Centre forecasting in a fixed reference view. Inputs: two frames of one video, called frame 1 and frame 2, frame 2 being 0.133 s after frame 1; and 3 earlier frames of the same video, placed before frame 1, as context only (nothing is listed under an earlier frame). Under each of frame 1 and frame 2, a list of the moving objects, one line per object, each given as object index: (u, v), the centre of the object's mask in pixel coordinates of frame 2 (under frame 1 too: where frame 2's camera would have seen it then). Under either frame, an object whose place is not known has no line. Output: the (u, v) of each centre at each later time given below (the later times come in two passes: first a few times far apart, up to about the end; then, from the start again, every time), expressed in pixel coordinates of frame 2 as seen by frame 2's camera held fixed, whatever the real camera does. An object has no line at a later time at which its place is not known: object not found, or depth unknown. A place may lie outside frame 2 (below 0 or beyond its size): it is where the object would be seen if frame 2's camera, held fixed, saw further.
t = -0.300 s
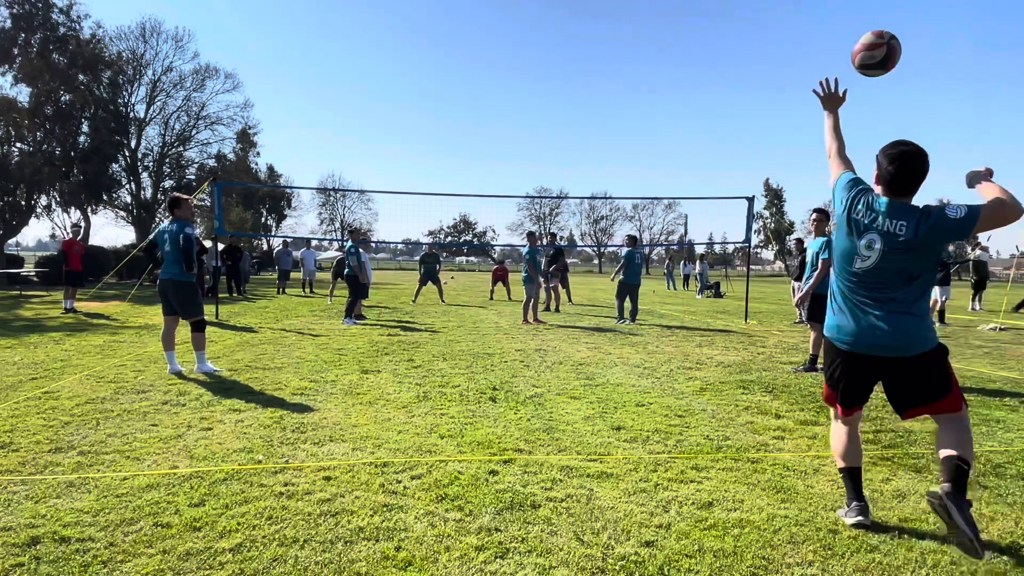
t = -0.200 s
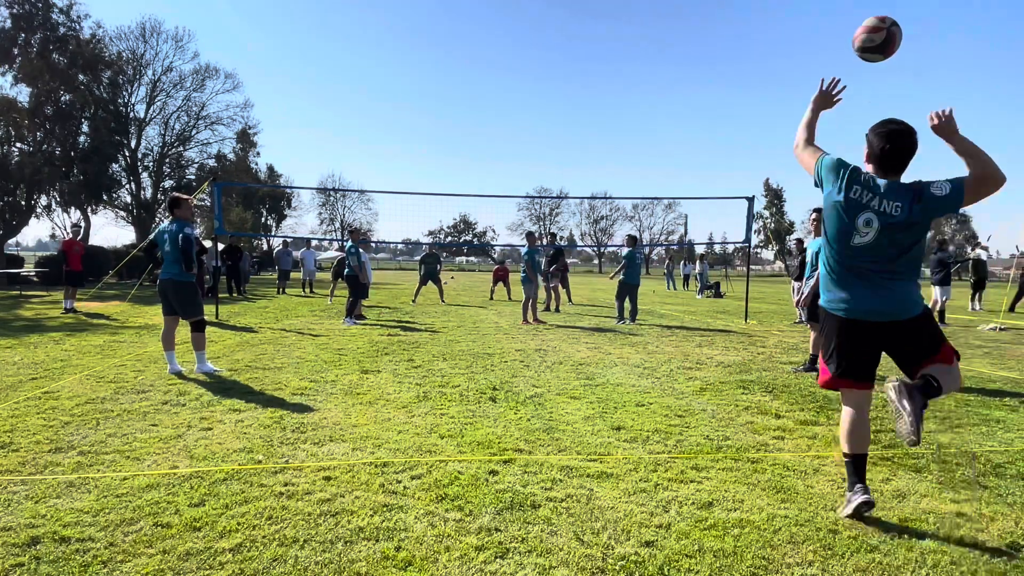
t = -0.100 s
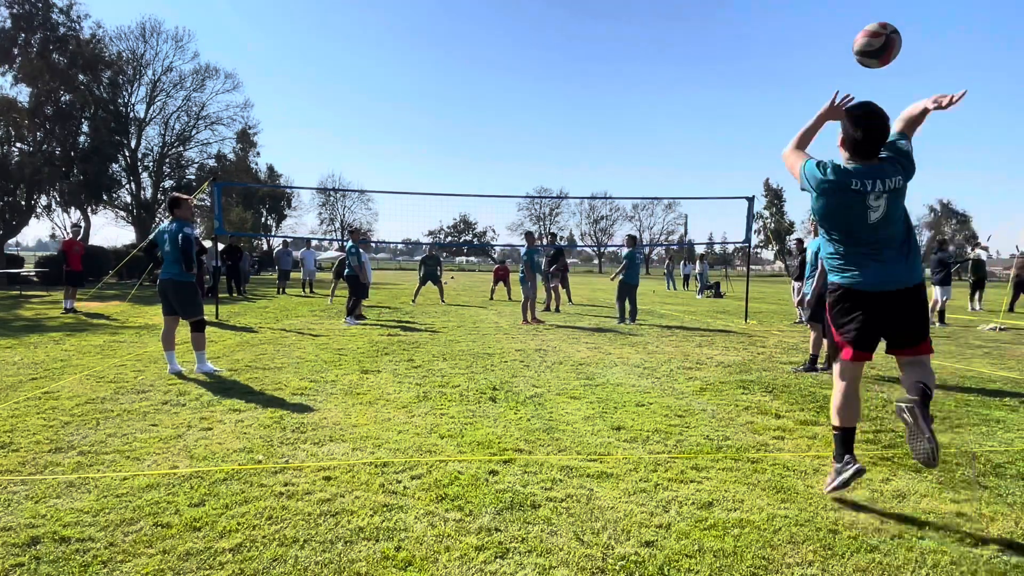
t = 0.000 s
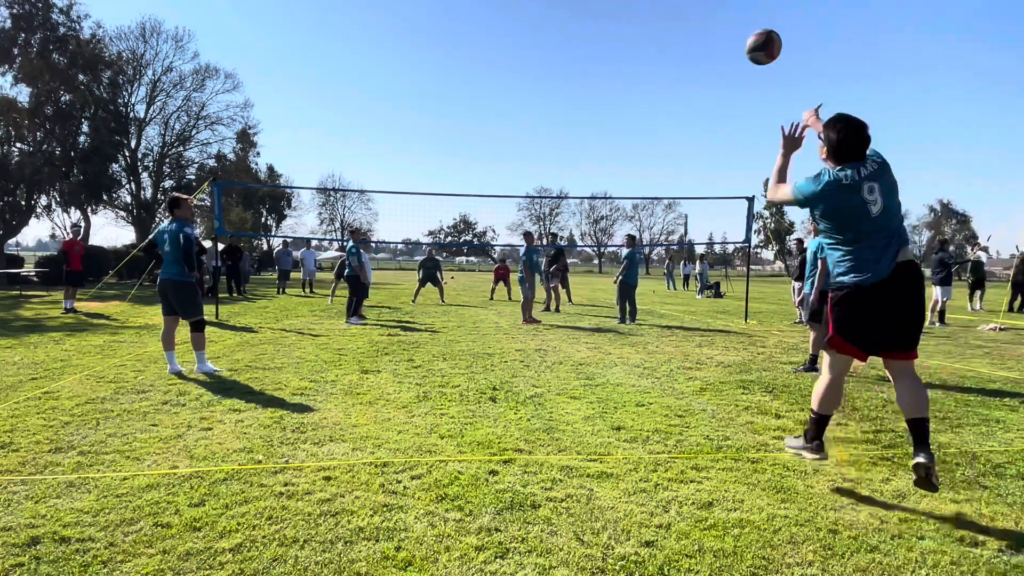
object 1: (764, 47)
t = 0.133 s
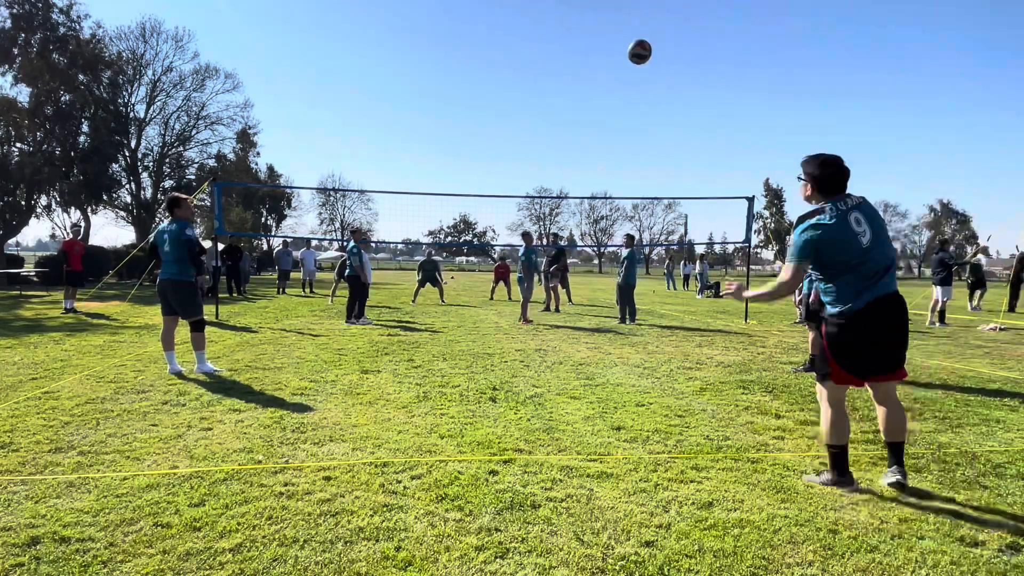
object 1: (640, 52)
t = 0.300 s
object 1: (563, 72)
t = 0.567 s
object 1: (498, 118)
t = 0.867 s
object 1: (460, 175)
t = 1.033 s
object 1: (446, 208)
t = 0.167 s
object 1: (620, 55)
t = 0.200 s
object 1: (603, 59)
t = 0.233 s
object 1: (588, 63)
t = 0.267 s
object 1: (575, 67)
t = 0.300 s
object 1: (563, 72)
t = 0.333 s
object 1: (552, 77)
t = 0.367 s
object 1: (542, 82)
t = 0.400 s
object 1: (533, 88)
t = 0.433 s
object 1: (525, 93)
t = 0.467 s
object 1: (518, 100)
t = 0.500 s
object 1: (510, 106)
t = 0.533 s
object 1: (504, 112)
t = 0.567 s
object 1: (498, 118)
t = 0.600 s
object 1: (493, 124)
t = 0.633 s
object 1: (487, 131)
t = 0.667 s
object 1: (482, 137)
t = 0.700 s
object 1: (478, 143)
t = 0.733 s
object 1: (474, 149)
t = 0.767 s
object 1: (470, 156)
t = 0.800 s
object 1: (467, 162)
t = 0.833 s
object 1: (463, 169)
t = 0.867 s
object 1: (460, 175)
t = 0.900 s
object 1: (457, 181)
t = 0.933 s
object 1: (454, 188)
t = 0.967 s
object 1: (451, 194)
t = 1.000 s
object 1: (448, 201)
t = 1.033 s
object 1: (446, 208)
